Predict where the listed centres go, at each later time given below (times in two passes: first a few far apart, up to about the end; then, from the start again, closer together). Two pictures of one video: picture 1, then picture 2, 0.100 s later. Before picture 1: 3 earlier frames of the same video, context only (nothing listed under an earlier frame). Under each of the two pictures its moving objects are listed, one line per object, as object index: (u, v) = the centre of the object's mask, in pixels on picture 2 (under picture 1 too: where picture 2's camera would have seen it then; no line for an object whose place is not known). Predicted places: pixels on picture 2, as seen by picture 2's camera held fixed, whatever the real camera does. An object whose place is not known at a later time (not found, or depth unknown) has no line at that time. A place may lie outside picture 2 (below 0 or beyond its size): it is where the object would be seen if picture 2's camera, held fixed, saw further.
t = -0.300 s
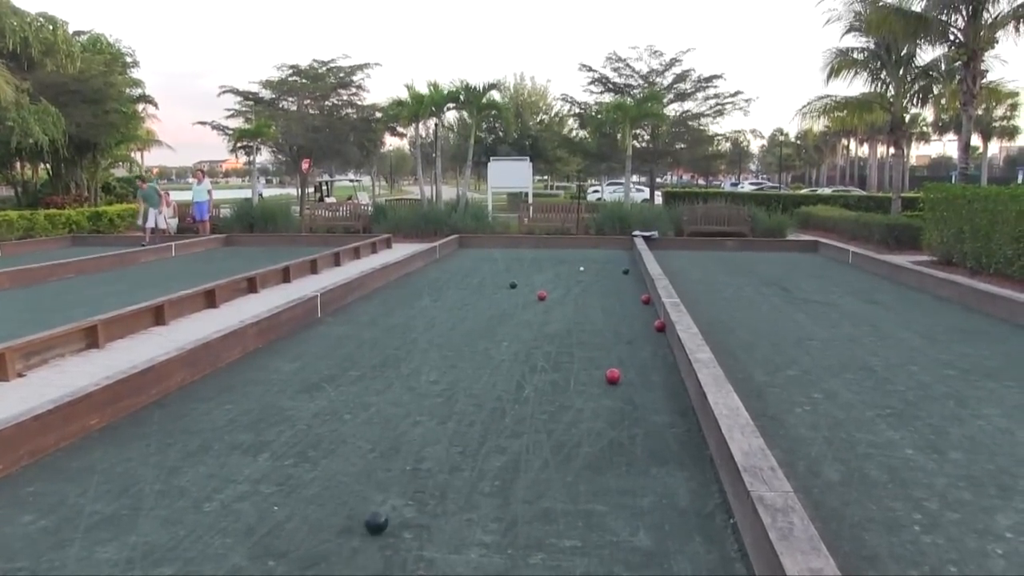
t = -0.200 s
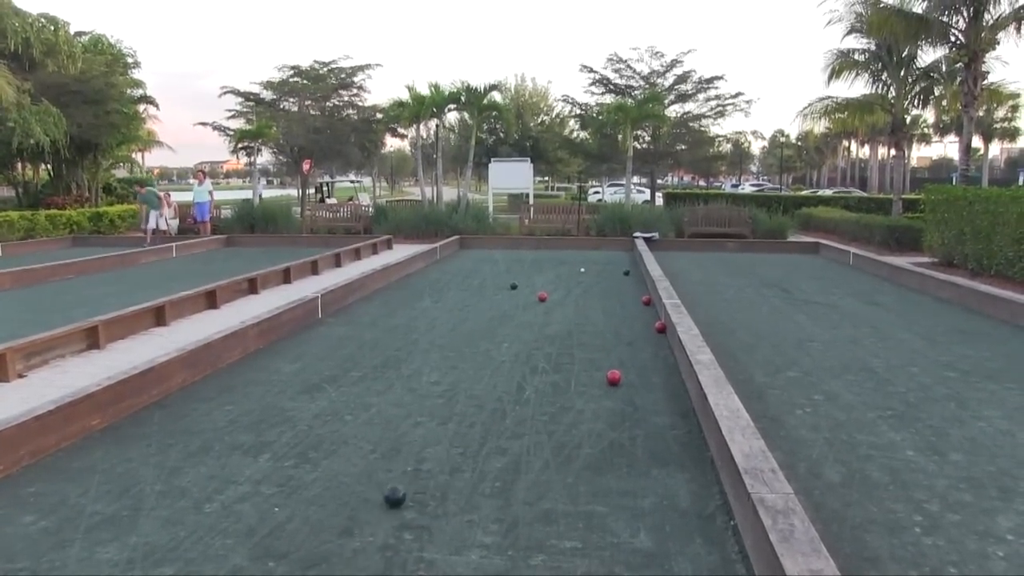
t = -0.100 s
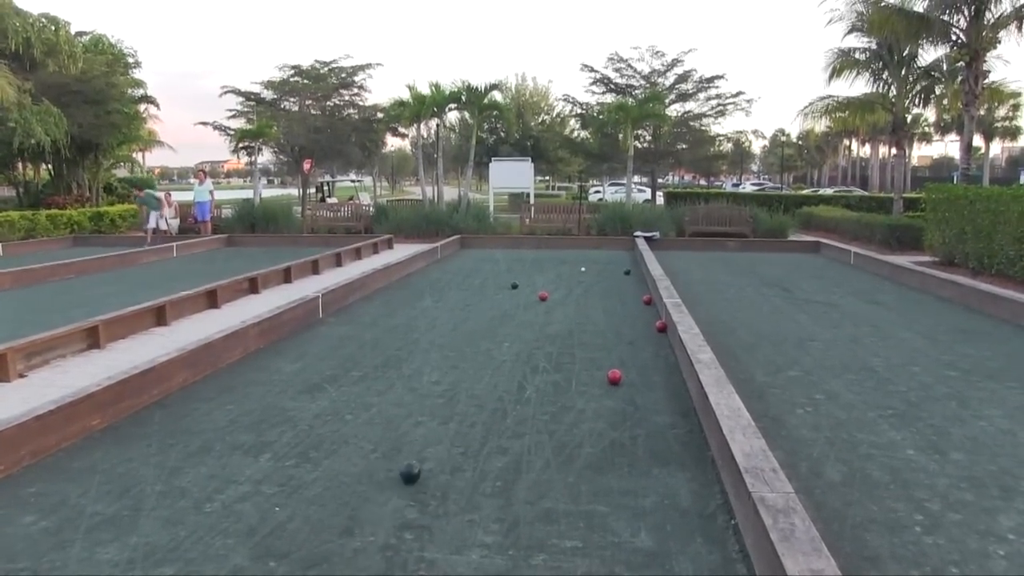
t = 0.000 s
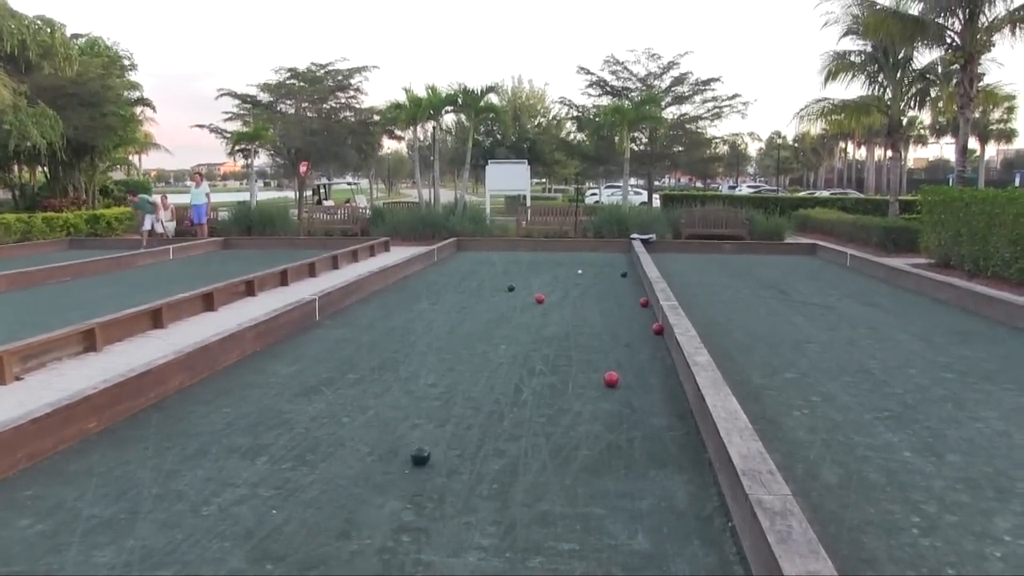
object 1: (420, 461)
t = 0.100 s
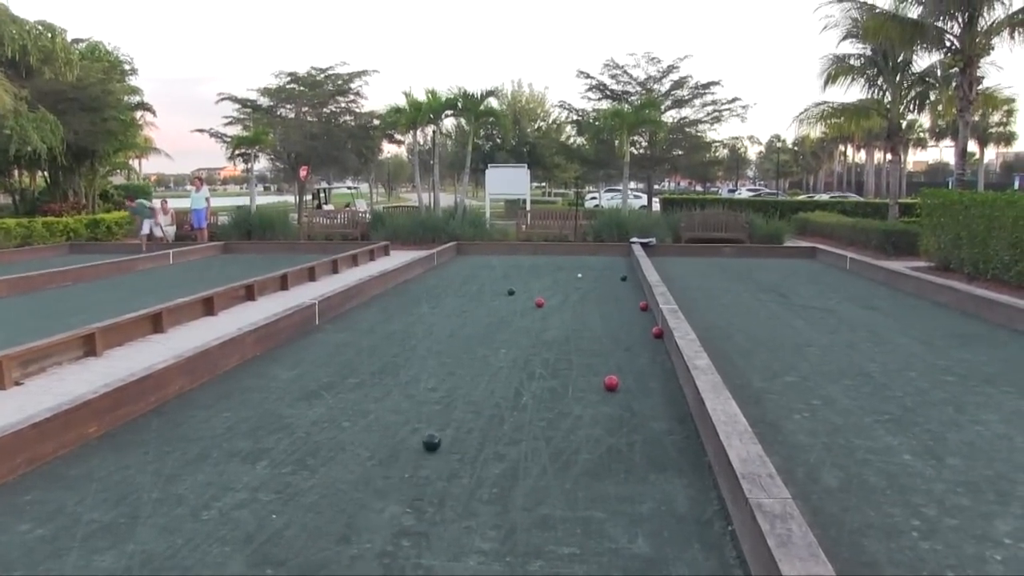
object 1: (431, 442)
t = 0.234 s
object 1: (444, 422)
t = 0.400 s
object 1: (456, 403)
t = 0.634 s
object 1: (472, 381)
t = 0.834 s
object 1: (483, 365)
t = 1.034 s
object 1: (492, 353)
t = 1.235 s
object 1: (499, 342)
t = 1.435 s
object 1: (505, 333)
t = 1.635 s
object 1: (510, 325)
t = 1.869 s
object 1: (515, 316)
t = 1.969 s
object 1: (518, 313)
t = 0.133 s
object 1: (435, 437)
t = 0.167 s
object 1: (438, 432)
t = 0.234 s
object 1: (444, 422)
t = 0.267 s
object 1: (447, 417)
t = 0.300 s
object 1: (449, 414)
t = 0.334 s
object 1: (452, 410)
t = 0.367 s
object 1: (454, 406)
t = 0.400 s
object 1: (456, 403)
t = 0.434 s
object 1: (459, 399)
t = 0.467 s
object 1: (462, 396)
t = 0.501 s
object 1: (464, 393)
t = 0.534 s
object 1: (466, 390)
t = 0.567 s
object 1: (468, 387)
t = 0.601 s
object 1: (470, 383)
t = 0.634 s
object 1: (472, 381)
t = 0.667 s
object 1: (474, 378)
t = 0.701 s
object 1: (476, 376)
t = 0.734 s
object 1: (478, 373)
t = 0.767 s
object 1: (479, 370)
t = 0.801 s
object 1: (481, 368)
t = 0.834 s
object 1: (483, 365)
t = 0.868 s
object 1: (484, 363)
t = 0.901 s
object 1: (486, 361)
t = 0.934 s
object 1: (488, 359)
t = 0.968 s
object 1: (489, 357)
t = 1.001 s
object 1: (490, 355)
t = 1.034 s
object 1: (492, 353)
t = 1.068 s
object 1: (493, 351)
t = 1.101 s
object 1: (495, 349)
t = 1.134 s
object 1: (496, 347)
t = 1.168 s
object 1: (497, 345)
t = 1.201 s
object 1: (498, 343)
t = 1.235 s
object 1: (499, 342)
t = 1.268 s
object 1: (500, 340)
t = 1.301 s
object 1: (501, 339)
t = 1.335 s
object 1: (503, 337)
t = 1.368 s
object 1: (503, 336)
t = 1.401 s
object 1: (504, 334)
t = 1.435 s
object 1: (505, 333)
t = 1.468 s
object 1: (506, 331)
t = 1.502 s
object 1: (507, 330)
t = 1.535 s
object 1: (508, 328)
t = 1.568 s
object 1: (509, 327)
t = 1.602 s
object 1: (510, 326)
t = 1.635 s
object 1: (510, 325)
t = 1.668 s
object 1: (511, 323)
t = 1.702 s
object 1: (512, 322)
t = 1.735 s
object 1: (513, 321)
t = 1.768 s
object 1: (514, 320)
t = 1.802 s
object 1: (514, 318)
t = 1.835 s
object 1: (515, 317)
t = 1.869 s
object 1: (515, 316)
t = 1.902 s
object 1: (516, 315)
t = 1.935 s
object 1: (517, 314)
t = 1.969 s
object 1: (518, 313)
